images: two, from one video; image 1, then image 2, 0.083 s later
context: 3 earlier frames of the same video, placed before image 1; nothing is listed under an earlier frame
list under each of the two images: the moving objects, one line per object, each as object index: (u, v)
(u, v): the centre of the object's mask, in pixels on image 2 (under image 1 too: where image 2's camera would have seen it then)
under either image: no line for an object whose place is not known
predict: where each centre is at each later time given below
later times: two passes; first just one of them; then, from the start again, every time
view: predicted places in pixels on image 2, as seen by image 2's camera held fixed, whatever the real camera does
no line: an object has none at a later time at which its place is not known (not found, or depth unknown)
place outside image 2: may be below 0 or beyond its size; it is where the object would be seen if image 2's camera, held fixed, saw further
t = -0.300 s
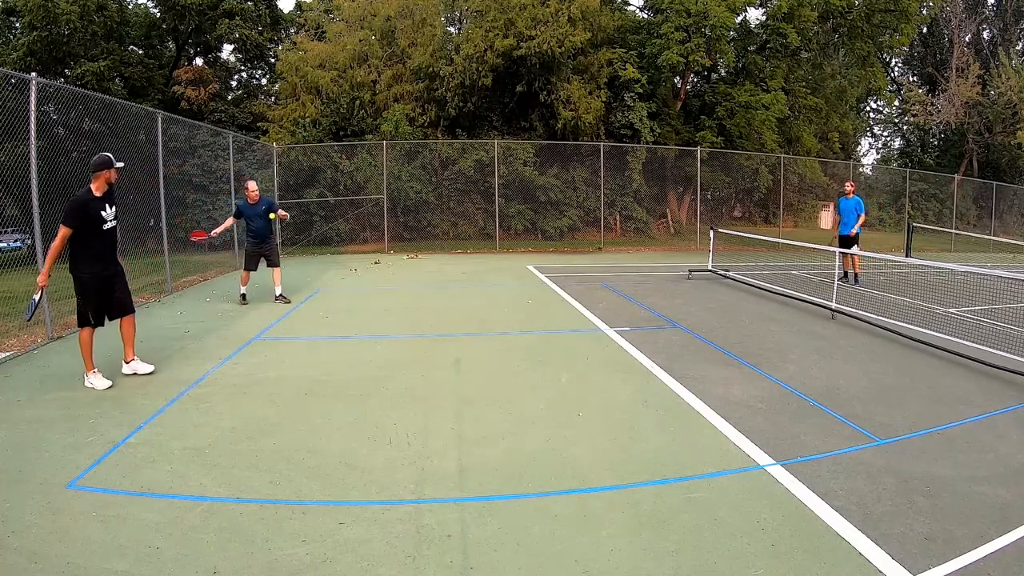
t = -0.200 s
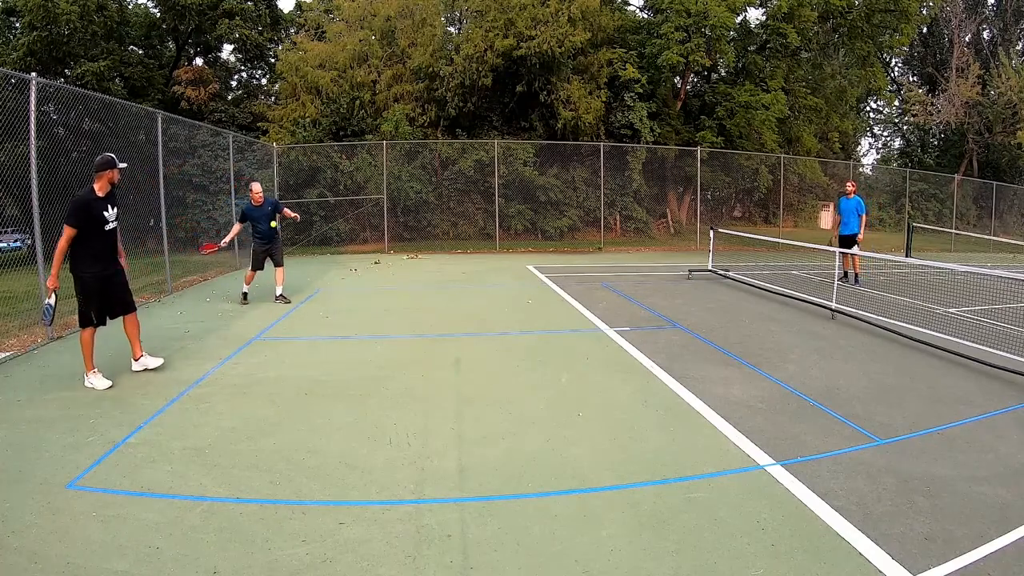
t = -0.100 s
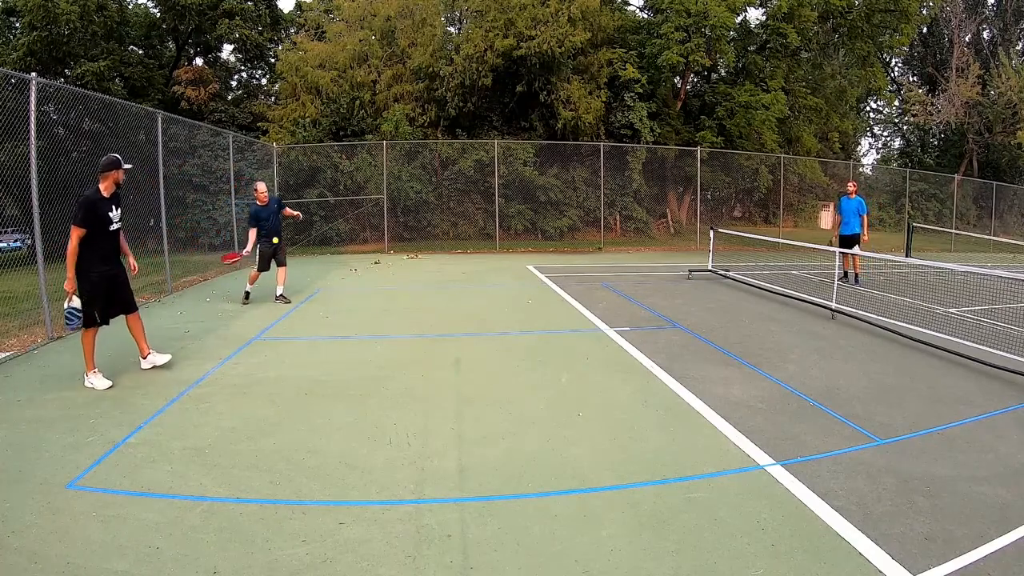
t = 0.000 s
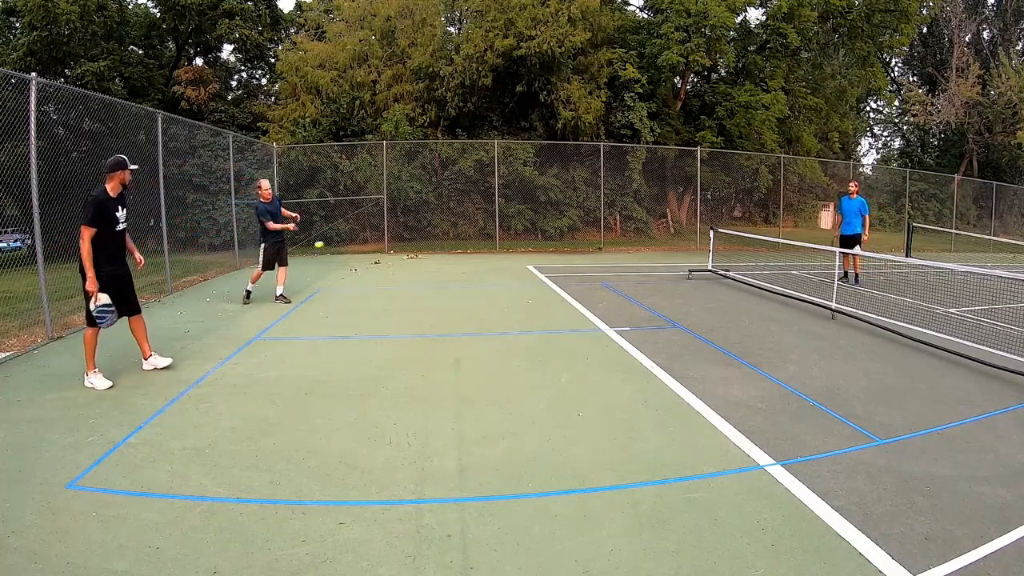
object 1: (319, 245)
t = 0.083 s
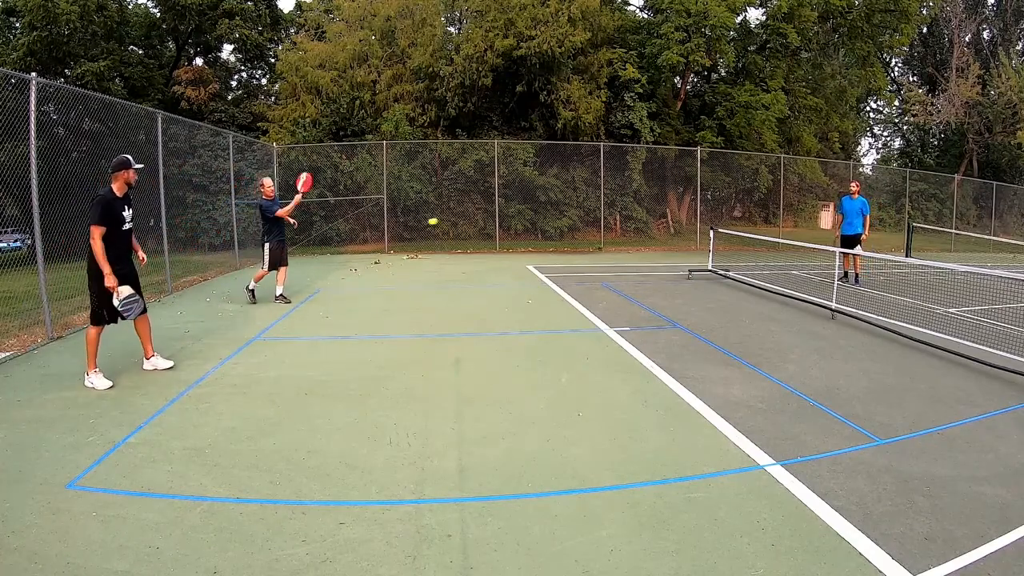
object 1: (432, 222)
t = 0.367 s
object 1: (800, 214)
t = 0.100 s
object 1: (456, 219)
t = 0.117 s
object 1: (480, 215)
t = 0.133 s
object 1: (503, 212)
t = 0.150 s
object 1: (527, 210)
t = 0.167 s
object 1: (550, 208)
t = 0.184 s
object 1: (574, 206)
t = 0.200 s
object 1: (597, 205)
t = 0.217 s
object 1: (620, 205)
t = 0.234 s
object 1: (642, 204)
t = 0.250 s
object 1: (664, 204)
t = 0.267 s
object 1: (685, 204)
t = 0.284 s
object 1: (705, 206)
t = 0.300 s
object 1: (726, 207)
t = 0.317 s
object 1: (745, 208)
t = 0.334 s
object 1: (765, 210)
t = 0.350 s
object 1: (782, 212)
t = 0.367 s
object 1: (800, 214)
